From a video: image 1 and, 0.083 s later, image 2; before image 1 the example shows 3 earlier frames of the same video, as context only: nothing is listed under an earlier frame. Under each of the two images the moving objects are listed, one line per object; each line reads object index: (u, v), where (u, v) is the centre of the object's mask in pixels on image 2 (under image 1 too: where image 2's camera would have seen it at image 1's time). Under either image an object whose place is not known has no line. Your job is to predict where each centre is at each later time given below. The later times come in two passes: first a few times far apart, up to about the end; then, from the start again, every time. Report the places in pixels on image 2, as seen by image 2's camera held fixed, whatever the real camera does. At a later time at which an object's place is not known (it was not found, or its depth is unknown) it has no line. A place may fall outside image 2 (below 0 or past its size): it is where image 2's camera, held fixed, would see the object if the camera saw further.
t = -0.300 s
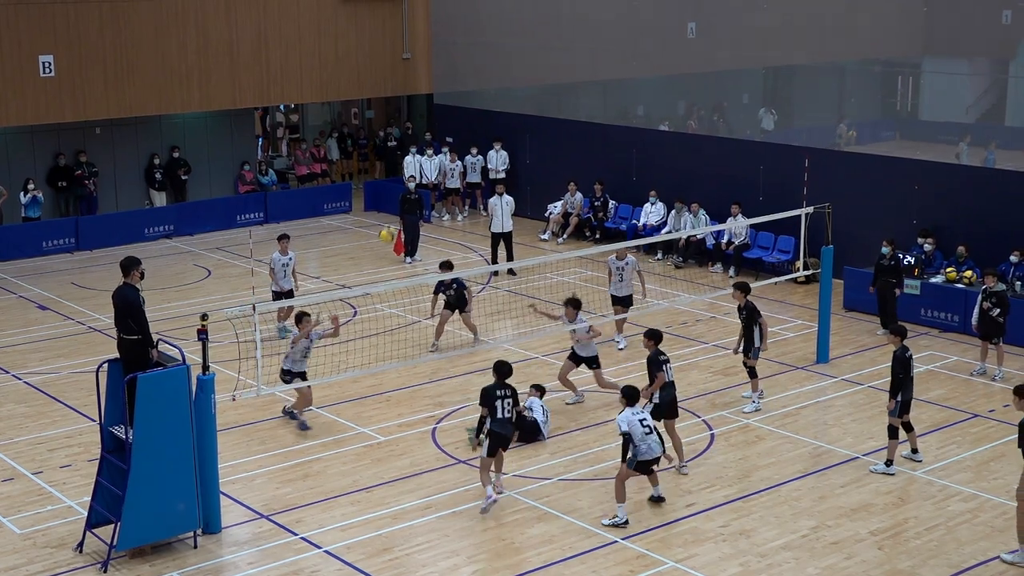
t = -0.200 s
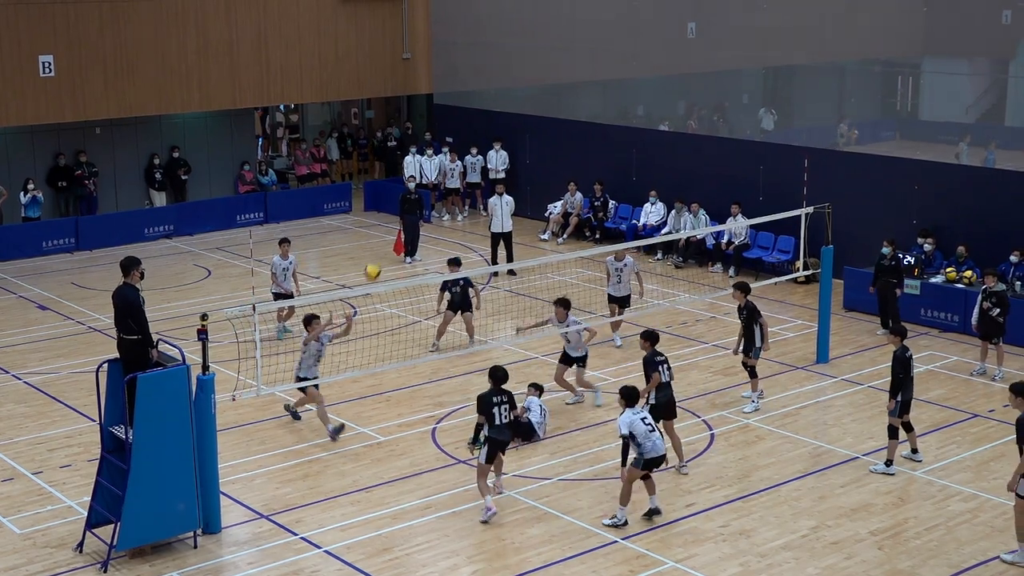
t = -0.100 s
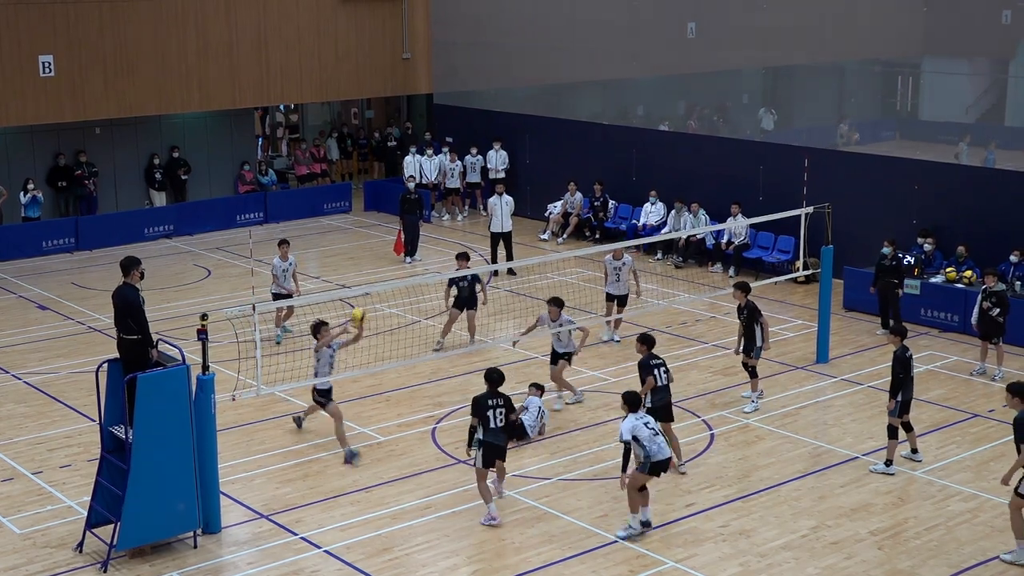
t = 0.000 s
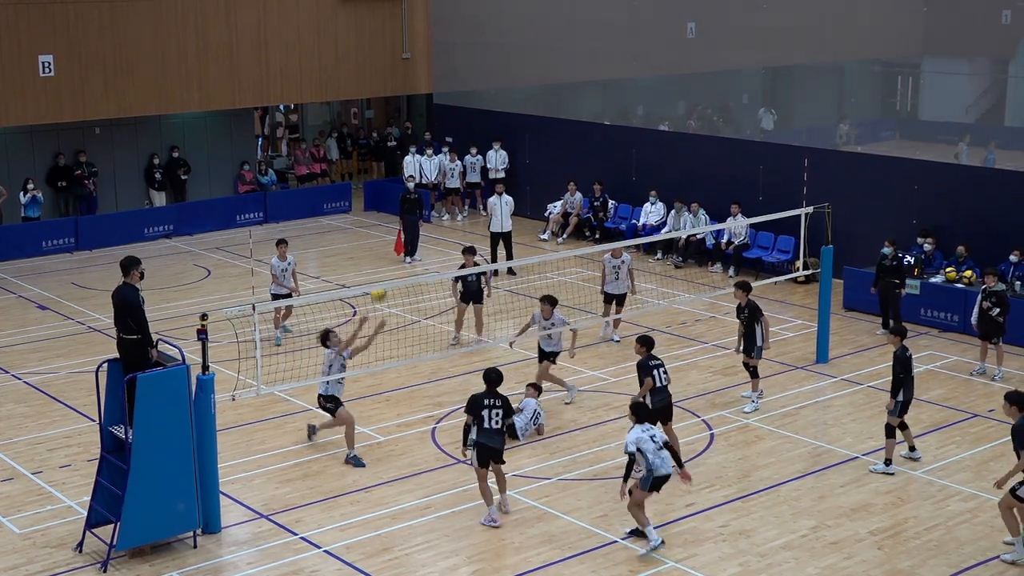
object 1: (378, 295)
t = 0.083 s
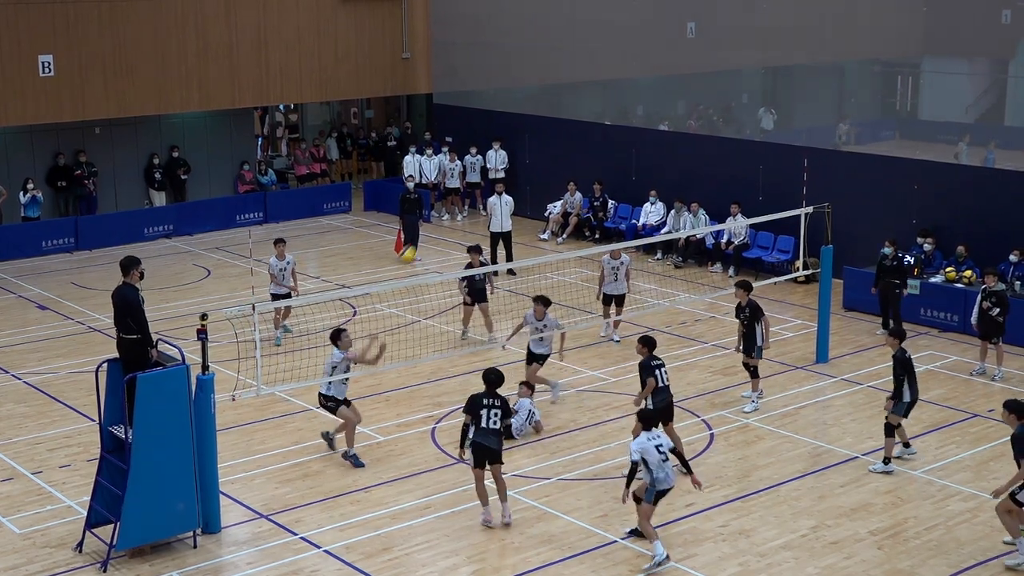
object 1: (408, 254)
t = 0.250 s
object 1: (468, 196)
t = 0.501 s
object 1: (566, 150)
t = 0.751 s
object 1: (667, 160)
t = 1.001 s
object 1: (771, 232)
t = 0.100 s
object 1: (413, 248)
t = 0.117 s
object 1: (419, 241)
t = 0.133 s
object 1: (426, 234)
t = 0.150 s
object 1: (432, 227)
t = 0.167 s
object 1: (438, 221)
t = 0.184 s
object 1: (444, 215)
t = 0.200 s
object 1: (451, 210)
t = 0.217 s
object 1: (456, 205)
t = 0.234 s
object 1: (463, 200)
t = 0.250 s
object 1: (468, 196)
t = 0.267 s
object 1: (474, 191)
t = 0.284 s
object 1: (481, 187)
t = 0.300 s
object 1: (487, 182)
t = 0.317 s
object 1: (494, 178)
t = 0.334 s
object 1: (501, 175)
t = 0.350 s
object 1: (508, 172)
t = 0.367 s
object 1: (515, 167)
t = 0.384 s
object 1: (520, 165)
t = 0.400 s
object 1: (527, 162)
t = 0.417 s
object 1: (533, 159)
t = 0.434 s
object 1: (540, 157)
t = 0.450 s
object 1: (546, 155)
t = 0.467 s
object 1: (553, 153)
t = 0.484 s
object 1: (559, 151)
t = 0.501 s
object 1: (566, 150)
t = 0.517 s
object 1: (573, 149)
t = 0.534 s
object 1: (579, 148)
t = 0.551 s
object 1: (586, 147)
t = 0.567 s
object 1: (593, 147)
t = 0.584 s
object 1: (600, 147)
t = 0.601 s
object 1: (606, 147)
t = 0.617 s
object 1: (613, 147)
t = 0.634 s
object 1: (620, 148)
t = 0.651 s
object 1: (627, 149)
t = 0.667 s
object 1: (633, 150)
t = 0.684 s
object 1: (640, 152)
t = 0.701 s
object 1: (647, 153)
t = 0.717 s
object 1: (654, 156)
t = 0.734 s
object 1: (661, 158)
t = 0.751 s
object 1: (667, 160)
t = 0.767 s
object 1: (674, 163)
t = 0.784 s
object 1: (681, 166)
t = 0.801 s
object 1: (688, 170)
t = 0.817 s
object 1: (695, 173)
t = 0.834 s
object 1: (702, 177)
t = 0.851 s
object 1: (709, 182)
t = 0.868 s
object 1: (716, 186)
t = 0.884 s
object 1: (723, 191)
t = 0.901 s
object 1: (730, 196)
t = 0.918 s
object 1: (737, 201)
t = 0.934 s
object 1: (744, 206)
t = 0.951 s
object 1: (750, 211)
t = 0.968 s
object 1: (757, 218)
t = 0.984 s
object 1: (765, 225)
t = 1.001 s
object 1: (771, 232)
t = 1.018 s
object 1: (777, 238)
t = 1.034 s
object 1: (785, 246)
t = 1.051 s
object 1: (790, 253)
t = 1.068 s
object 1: (798, 261)
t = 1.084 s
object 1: (805, 270)
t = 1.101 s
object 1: (811, 277)
